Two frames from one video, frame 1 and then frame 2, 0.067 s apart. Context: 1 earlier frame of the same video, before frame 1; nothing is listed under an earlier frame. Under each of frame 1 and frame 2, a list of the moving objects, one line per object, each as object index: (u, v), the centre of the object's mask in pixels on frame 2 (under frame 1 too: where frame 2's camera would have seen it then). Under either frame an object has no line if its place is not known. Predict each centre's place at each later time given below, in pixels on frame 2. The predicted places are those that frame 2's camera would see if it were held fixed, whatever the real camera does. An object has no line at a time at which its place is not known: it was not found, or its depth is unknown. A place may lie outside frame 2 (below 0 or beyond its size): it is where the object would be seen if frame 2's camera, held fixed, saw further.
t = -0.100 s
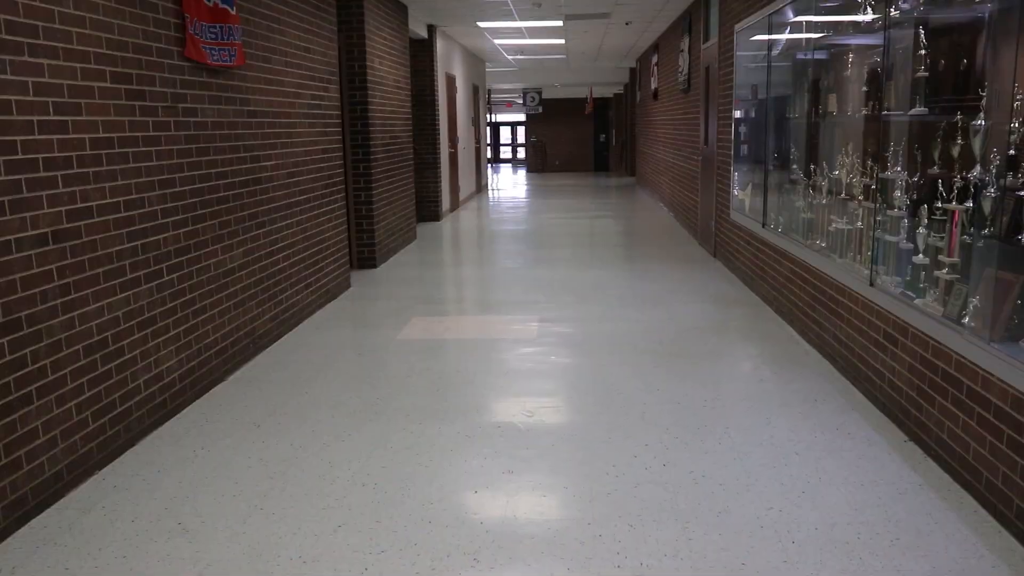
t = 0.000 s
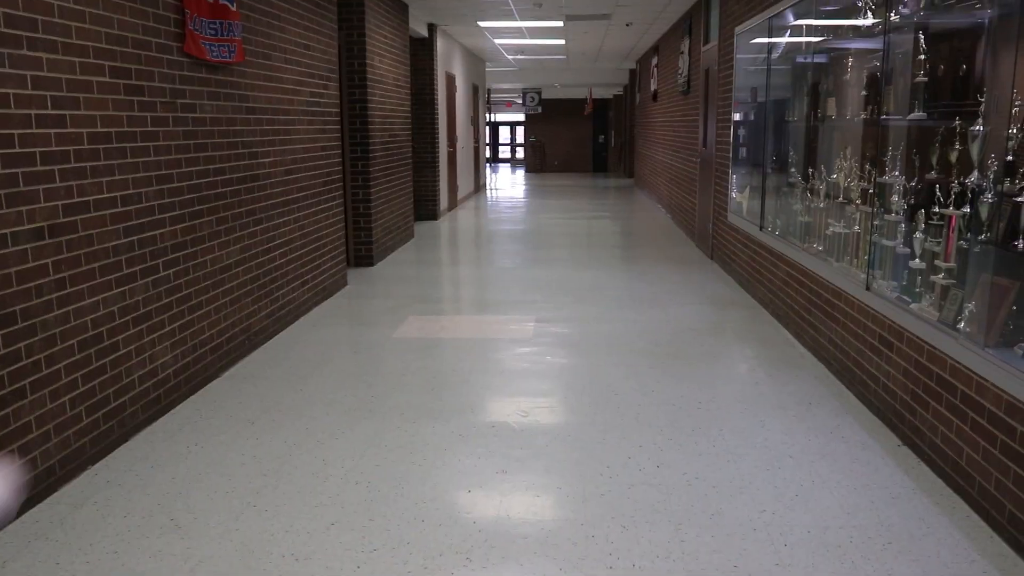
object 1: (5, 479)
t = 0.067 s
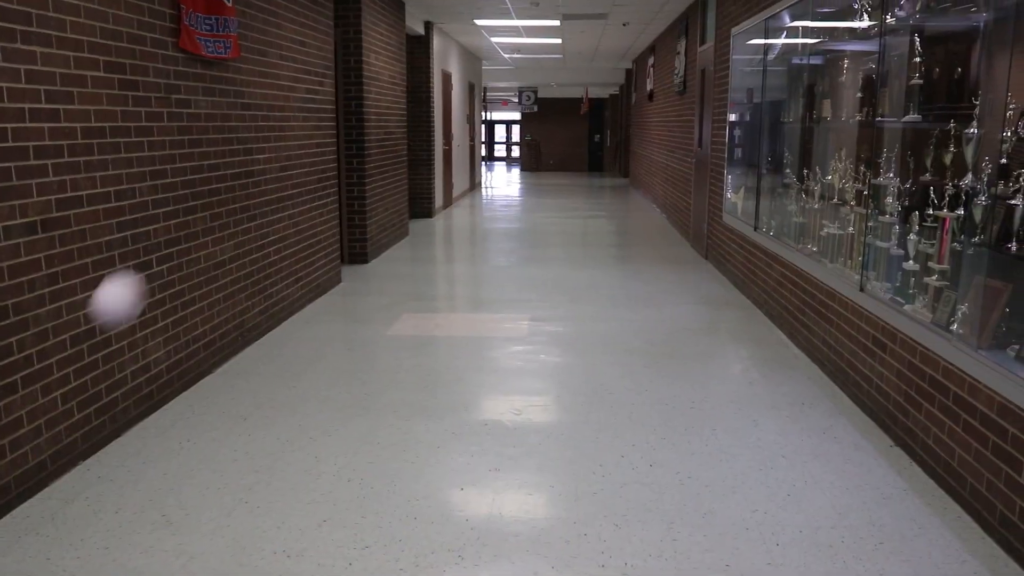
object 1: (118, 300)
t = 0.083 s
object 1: (146, 267)
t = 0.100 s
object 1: (171, 239)
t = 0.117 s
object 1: (195, 215)
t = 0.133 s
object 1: (216, 195)
